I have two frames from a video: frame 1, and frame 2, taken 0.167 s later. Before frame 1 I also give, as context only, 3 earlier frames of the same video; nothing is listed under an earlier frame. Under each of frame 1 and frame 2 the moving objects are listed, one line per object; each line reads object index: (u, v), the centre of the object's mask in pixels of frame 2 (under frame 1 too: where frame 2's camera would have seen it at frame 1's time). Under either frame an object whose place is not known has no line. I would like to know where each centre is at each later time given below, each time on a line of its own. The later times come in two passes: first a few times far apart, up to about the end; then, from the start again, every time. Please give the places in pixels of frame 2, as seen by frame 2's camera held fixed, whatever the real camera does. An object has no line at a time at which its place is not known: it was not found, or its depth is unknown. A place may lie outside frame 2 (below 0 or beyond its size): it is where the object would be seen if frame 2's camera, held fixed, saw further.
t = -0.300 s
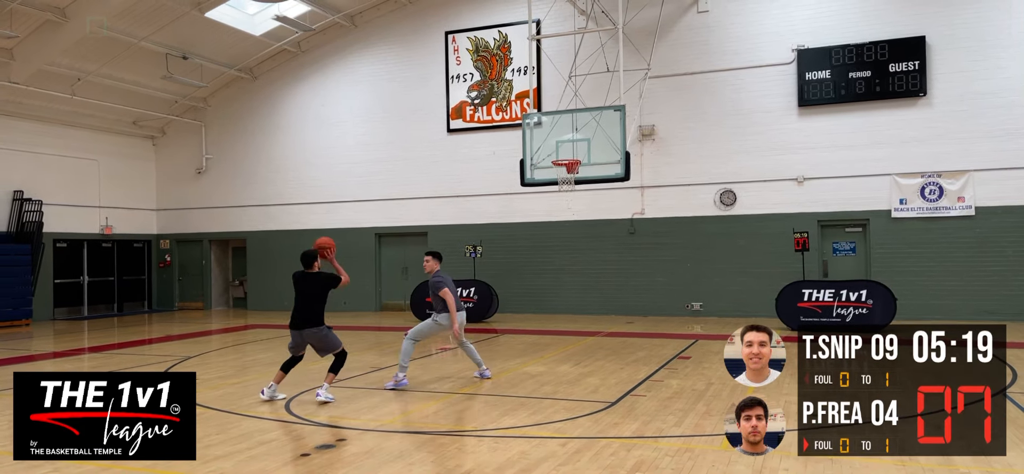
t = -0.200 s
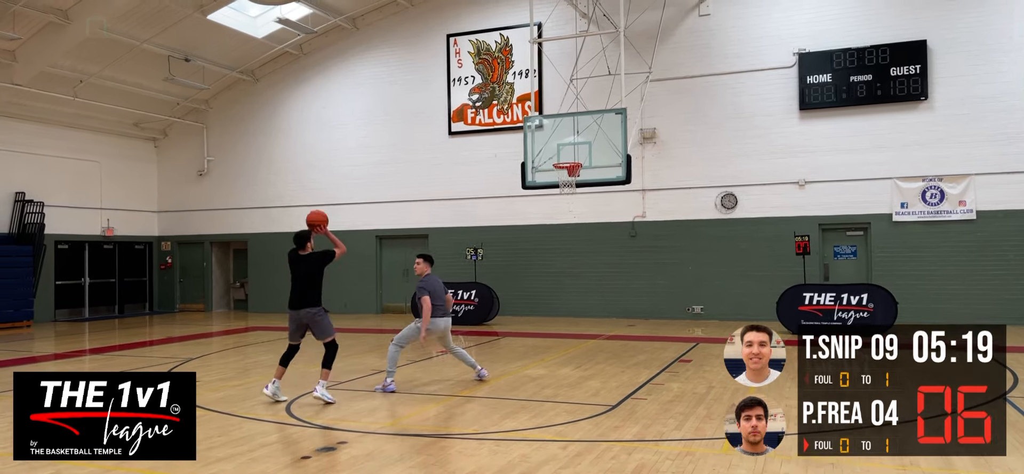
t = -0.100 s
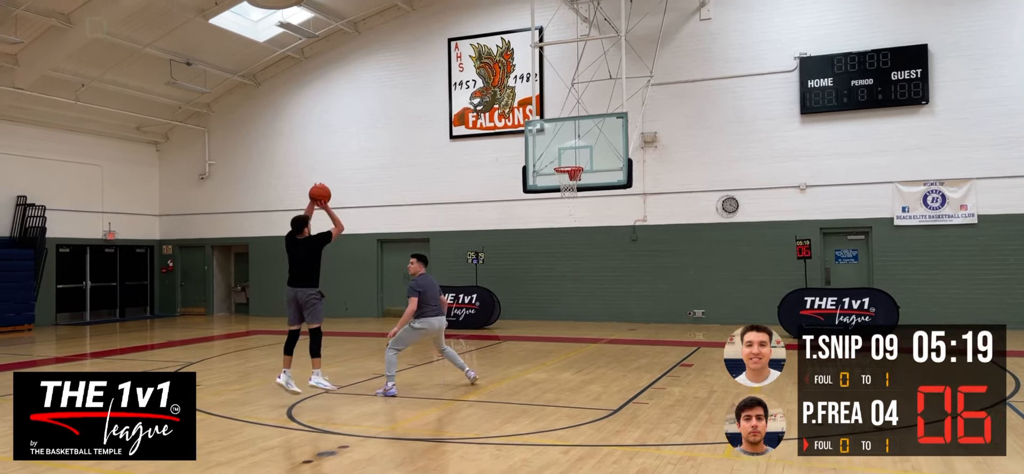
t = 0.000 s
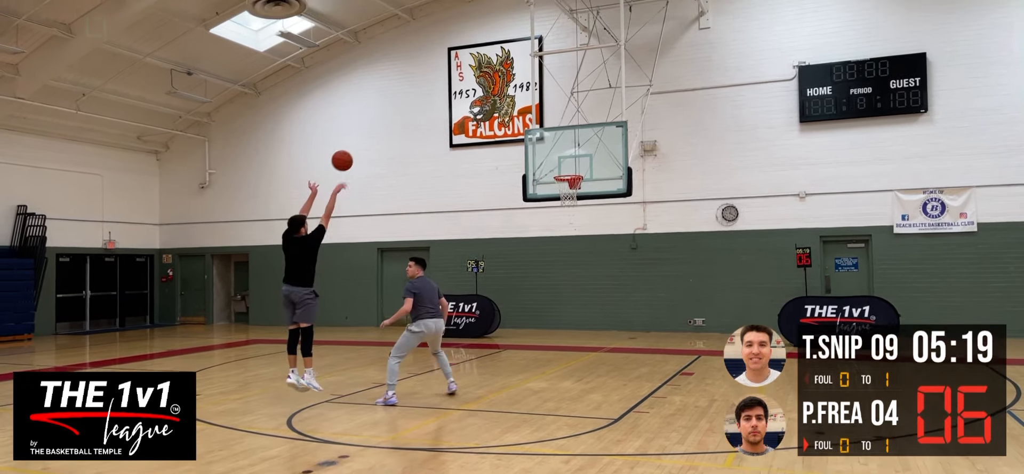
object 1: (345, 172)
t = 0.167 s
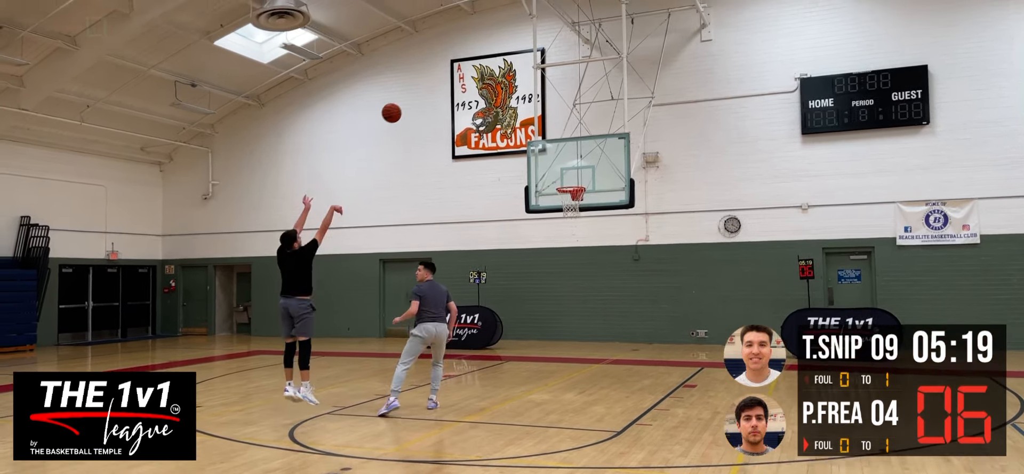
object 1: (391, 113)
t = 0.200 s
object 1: (400, 104)
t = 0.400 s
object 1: (447, 75)
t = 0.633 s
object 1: (493, 79)
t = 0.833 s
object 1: (529, 108)
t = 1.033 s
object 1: (560, 158)
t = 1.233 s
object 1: (581, 208)
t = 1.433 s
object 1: (580, 245)
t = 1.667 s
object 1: (579, 320)
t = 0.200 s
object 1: (400, 104)
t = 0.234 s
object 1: (408, 97)
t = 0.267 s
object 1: (416, 91)
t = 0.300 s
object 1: (424, 85)
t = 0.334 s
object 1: (432, 81)
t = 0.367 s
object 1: (440, 77)
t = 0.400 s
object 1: (447, 75)
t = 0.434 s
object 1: (454, 73)
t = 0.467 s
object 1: (461, 72)
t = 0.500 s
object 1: (468, 72)
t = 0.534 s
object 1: (474, 73)
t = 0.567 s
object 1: (481, 74)
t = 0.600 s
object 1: (487, 76)
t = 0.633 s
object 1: (493, 79)
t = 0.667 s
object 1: (500, 82)
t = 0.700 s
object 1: (505, 86)
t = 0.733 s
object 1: (512, 91)
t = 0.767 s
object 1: (518, 96)
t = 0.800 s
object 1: (523, 102)
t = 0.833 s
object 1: (529, 108)
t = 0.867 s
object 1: (534, 115)
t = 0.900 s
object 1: (540, 122)
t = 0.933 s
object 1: (545, 131)
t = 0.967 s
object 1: (550, 139)
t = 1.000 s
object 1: (555, 148)
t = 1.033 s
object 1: (560, 158)
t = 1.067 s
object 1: (565, 168)
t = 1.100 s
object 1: (569, 178)
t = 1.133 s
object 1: (574, 187)
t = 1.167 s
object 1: (580, 198)
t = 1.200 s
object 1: (579, 205)
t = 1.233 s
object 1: (581, 208)
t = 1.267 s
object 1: (582, 212)
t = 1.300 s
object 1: (581, 217)
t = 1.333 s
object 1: (581, 223)
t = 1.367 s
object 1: (581, 230)
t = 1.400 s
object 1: (580, 237)
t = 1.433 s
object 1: (580, 245)
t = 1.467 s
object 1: (580, 254)
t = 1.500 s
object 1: (580, 263)
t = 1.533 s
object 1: (580, 273)
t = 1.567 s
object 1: (579, 284)
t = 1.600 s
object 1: (579, 295)
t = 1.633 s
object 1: (579, 307)
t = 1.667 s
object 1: (579, 320)
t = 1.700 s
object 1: (580, 333)
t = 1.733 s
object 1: (580, 347)
